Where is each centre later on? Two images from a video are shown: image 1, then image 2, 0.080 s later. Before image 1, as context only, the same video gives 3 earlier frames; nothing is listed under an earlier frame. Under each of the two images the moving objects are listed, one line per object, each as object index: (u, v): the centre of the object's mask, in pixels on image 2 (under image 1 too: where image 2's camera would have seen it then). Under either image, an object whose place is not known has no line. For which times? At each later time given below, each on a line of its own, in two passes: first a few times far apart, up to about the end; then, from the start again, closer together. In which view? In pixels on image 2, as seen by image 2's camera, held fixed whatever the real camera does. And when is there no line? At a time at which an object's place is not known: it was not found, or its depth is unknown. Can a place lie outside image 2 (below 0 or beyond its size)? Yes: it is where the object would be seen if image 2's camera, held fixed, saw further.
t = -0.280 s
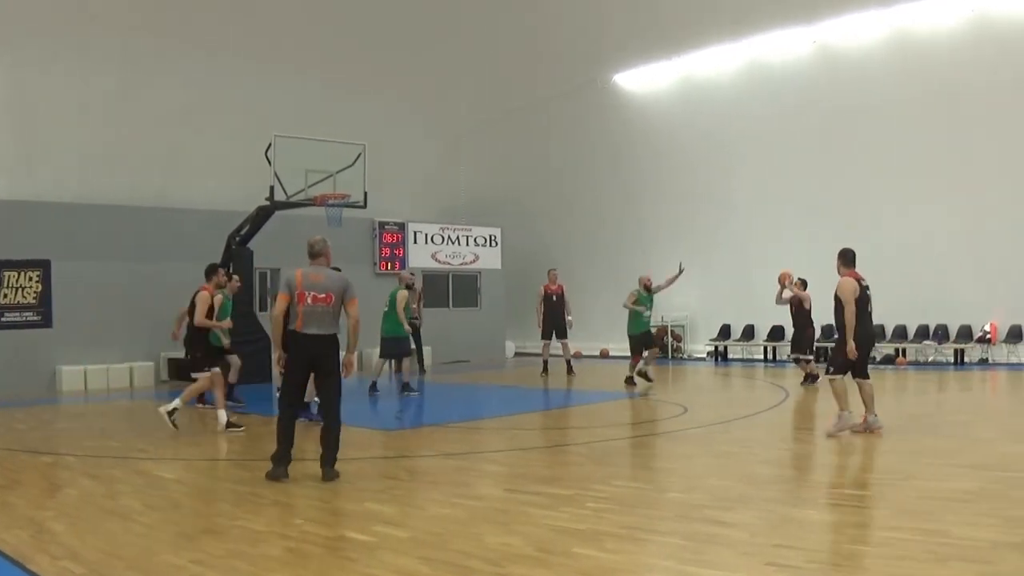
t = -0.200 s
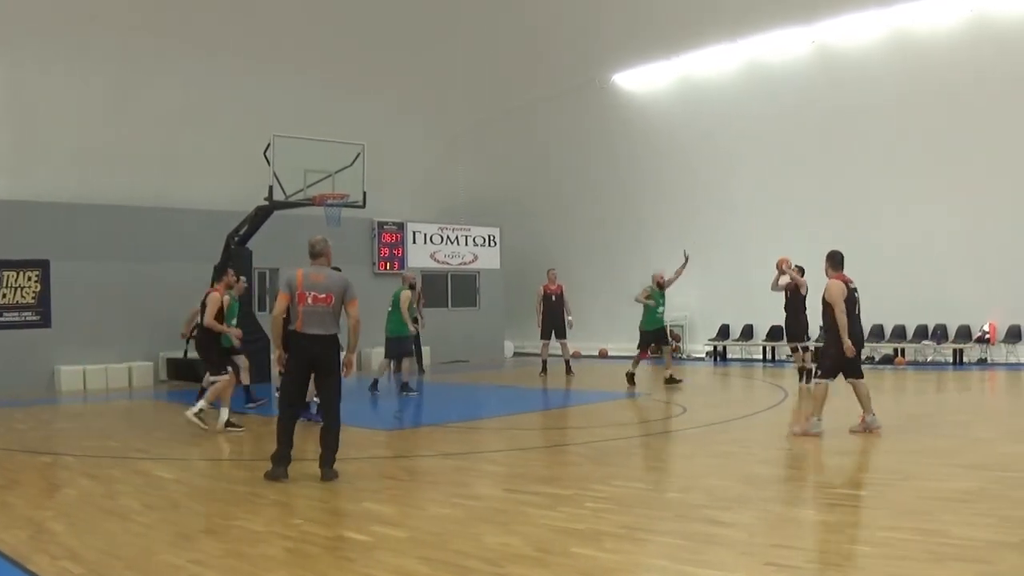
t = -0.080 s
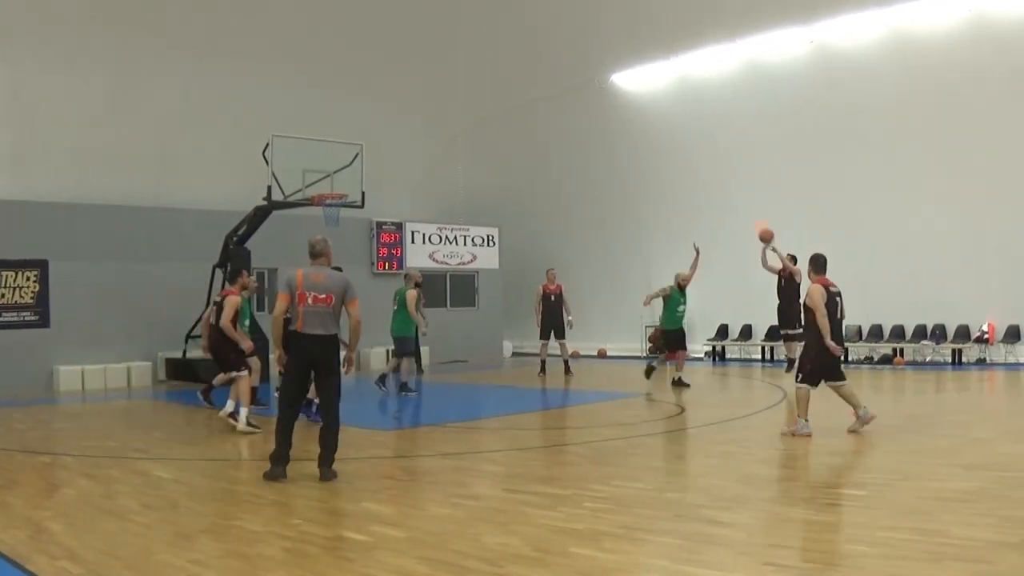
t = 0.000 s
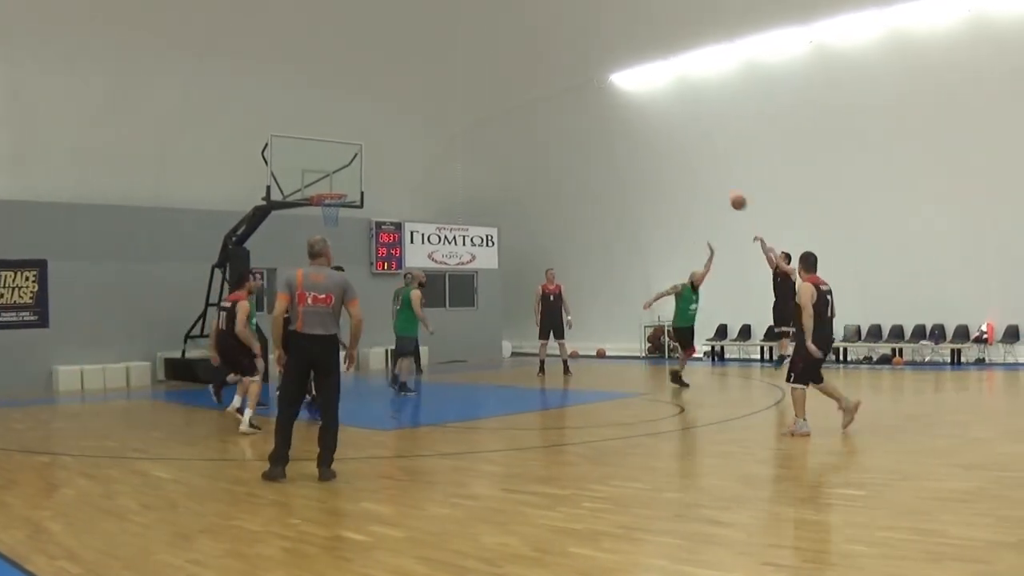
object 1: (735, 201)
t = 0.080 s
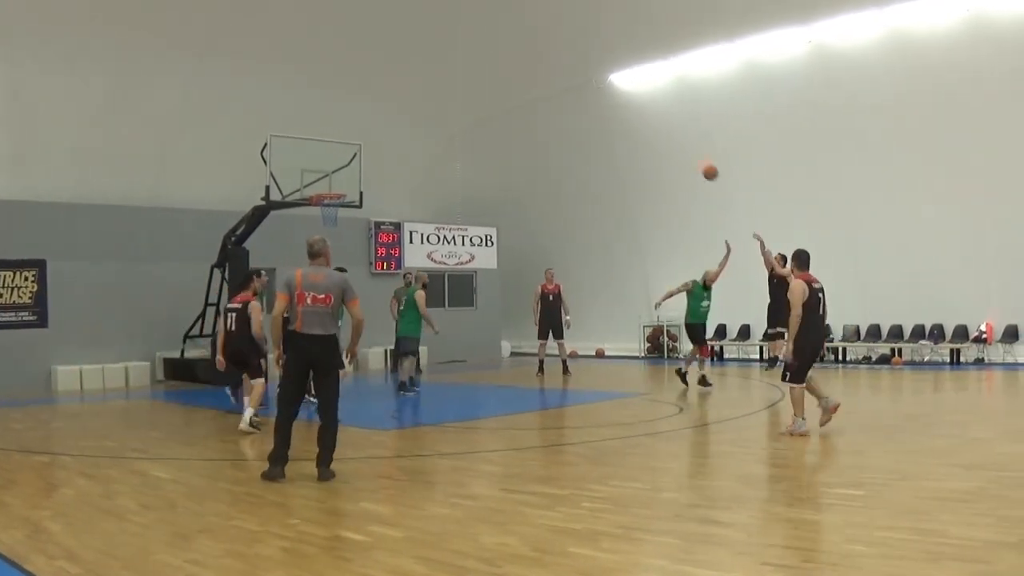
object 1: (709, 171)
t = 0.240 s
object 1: (655, 124)
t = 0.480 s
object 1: (575, 86)
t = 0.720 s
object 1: (499, 83)
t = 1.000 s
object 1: (408, 127)
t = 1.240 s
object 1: (360, 182)
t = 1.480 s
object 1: (428, 177)
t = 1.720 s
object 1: (500, 210)
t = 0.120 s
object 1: (695, 158)
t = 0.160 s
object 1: (684, 145)
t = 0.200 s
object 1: (669, 135)
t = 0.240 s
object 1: (655, 124)
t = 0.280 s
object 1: (640, 115)
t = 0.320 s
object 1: (628, 108)
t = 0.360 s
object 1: (614, 101)
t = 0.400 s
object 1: (602, 95)
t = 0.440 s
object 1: (588, 91)
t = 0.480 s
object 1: (575, 86)
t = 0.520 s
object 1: (561, 84)
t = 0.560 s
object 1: (549, 82)
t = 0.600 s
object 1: (537, 81)
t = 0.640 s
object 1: (524, 81)
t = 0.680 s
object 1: (511, 81)
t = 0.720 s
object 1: (499, 83)
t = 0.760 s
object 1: (485, 86)
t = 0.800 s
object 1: (472, 91)
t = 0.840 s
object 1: (459, 95)
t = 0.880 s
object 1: (447, 101)
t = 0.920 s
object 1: (434, 107)
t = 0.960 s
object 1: (422, 118)
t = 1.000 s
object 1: (408, 127)
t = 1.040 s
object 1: (397, 138)
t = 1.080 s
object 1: (382, 150)
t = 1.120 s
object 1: (370, 163)
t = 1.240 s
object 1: (360, 182)
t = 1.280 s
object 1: (372, 179)
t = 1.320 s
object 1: (382, 177)
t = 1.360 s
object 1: (394, 176)
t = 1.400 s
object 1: (405, 176)
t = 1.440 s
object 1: (417, 176)
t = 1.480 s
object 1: (428, 177)
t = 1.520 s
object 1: (440, 180)
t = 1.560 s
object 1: (452, 183)
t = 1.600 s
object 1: (464, 188)
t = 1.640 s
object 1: (476, 194)
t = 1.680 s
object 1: (488, 201)
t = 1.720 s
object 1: (500, 210)
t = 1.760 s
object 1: (512, 219)
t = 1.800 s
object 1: (525, 230)
